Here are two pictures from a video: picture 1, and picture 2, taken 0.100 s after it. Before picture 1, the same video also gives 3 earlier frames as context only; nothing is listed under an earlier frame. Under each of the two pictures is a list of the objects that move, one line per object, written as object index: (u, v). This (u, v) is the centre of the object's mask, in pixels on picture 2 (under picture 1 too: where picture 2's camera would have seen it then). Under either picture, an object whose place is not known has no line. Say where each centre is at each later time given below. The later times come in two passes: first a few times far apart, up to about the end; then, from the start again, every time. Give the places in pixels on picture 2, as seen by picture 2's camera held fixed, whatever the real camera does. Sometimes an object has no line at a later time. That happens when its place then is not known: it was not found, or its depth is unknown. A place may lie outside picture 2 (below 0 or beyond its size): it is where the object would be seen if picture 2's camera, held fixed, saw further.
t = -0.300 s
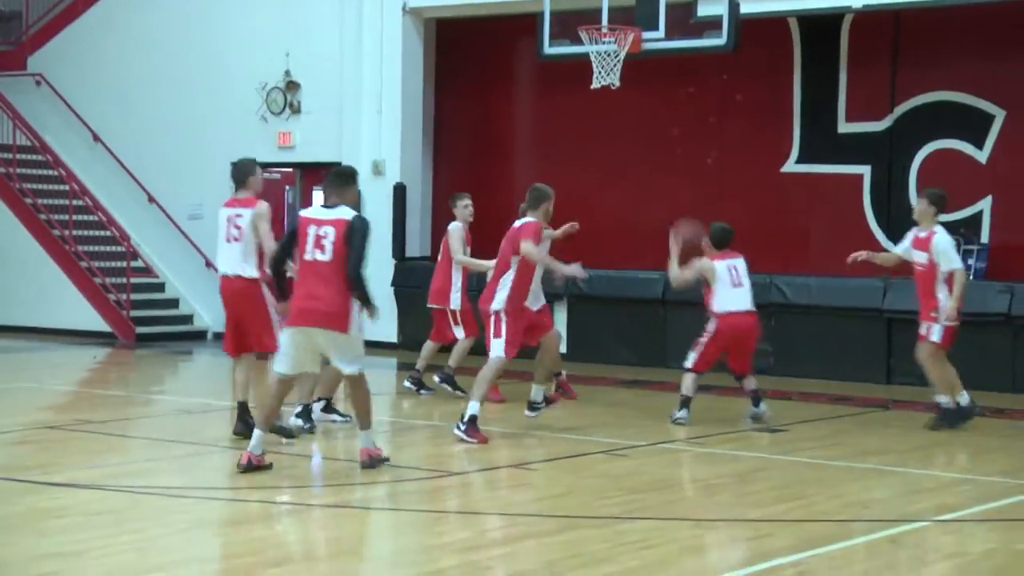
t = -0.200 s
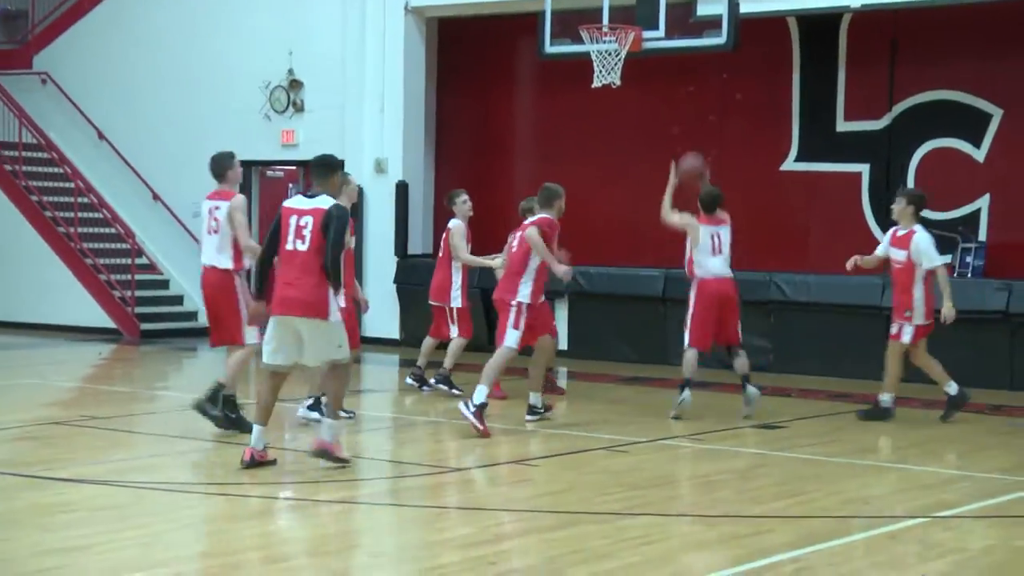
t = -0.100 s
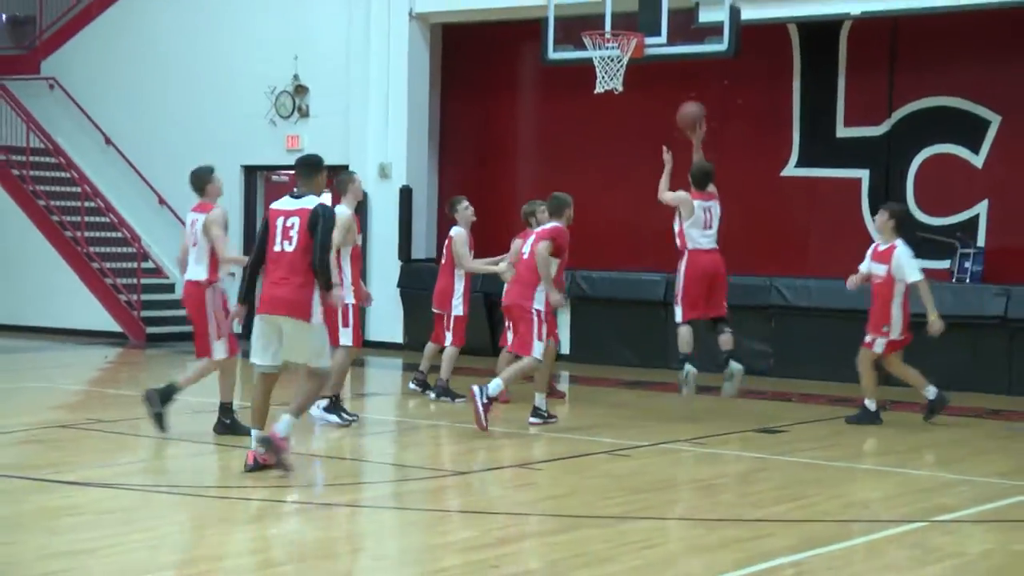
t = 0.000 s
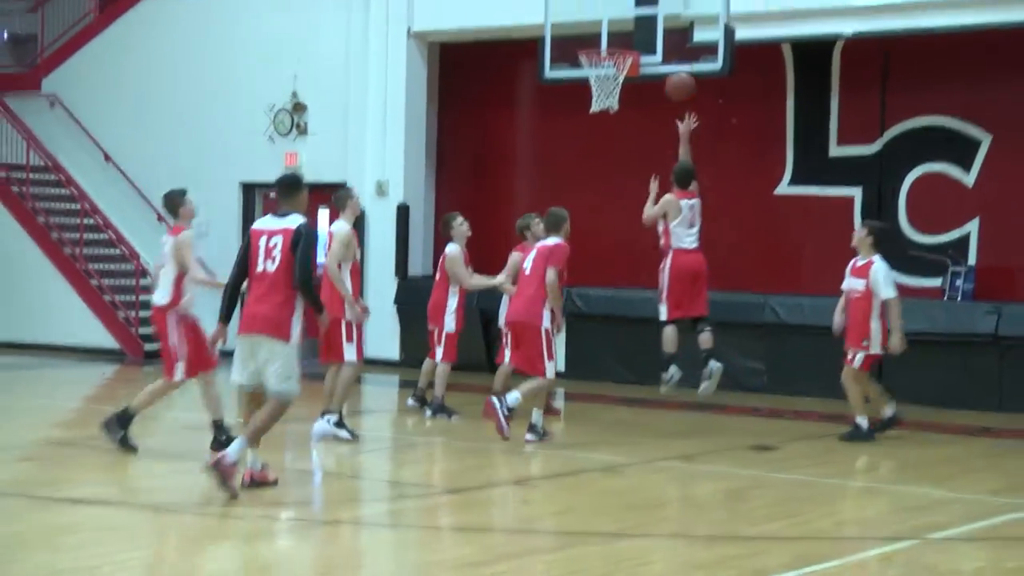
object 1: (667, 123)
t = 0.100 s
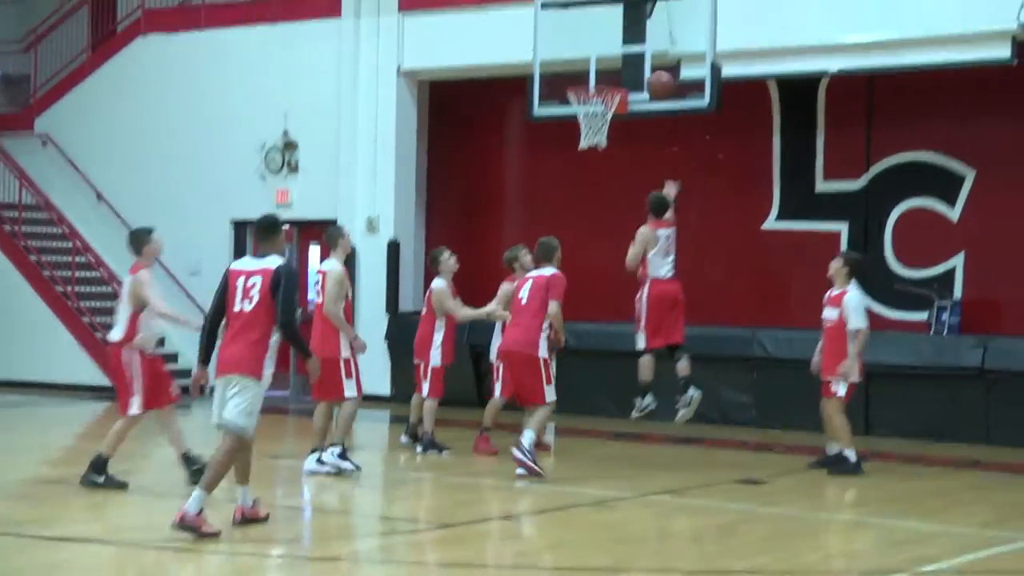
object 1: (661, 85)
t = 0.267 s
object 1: (646, 52)
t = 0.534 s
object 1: (604, 73)
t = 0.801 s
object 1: (583, 145)
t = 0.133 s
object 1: (657, 76)
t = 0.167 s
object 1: (657, 69)
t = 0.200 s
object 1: (652, 61)
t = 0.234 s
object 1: (649, 56)
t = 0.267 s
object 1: (646, 52)
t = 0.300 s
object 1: (642, 49)
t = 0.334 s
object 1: (636, 48)
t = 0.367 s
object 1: (631, 48)
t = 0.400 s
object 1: (625, 50)
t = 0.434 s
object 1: (620, 54)
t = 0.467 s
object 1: (613, 58)
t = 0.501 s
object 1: (608, 63)
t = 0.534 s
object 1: (604, 73)
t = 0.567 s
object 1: (597, 77)
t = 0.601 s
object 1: (591, 81)
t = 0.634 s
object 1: (587, 103)
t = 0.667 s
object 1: (586, 109)
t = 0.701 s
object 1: (582, 117)
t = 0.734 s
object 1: (585, 119)
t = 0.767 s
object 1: (582, 140)
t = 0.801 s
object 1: (583, 145)
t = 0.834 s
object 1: (582, 155)
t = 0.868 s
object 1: (584, 168)
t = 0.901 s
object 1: (584, 181)
